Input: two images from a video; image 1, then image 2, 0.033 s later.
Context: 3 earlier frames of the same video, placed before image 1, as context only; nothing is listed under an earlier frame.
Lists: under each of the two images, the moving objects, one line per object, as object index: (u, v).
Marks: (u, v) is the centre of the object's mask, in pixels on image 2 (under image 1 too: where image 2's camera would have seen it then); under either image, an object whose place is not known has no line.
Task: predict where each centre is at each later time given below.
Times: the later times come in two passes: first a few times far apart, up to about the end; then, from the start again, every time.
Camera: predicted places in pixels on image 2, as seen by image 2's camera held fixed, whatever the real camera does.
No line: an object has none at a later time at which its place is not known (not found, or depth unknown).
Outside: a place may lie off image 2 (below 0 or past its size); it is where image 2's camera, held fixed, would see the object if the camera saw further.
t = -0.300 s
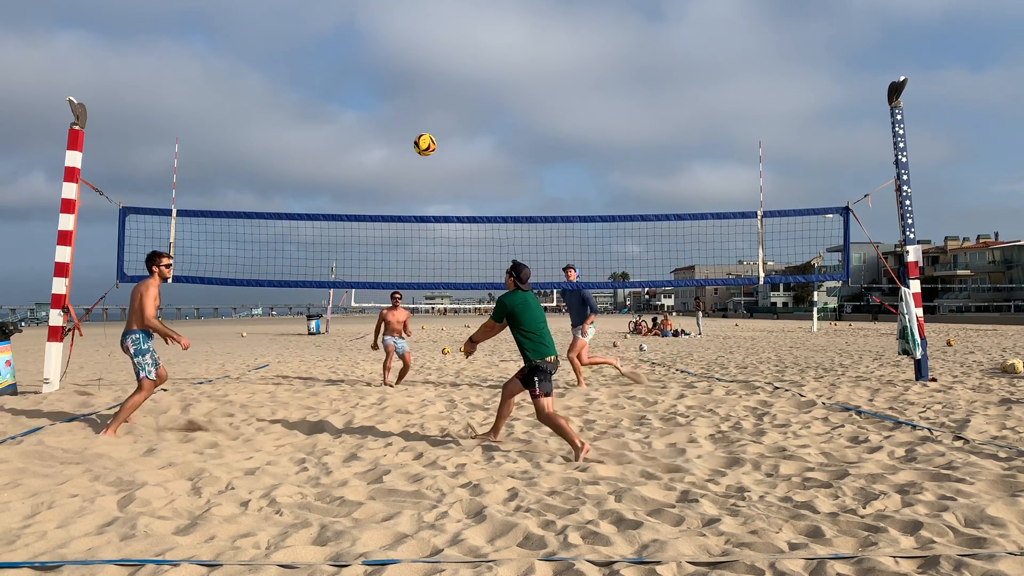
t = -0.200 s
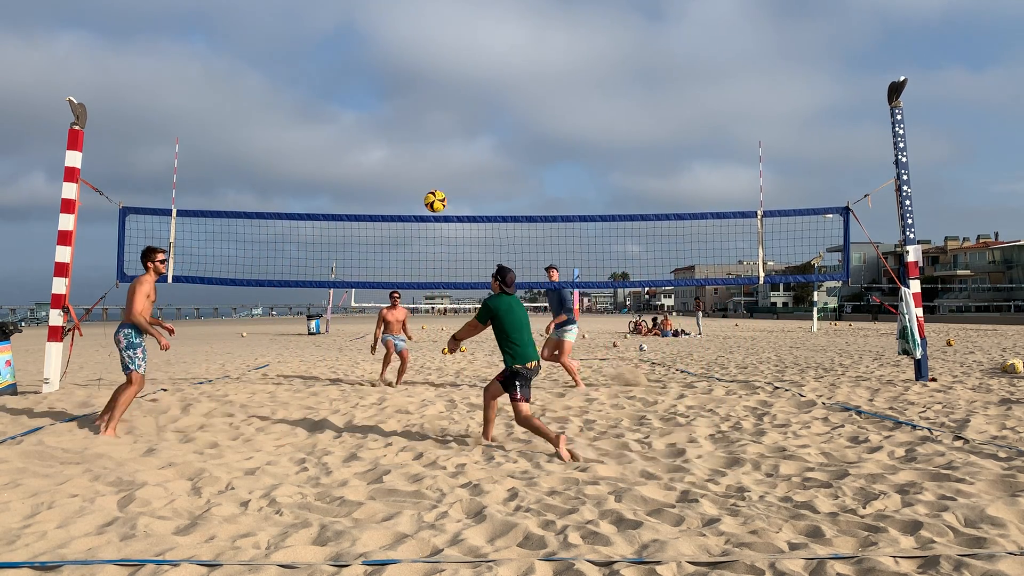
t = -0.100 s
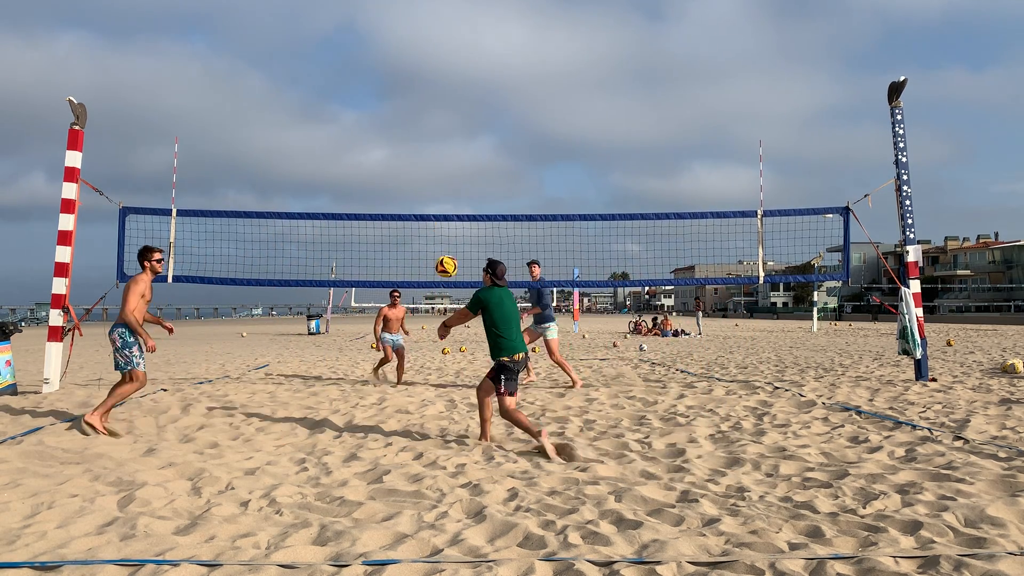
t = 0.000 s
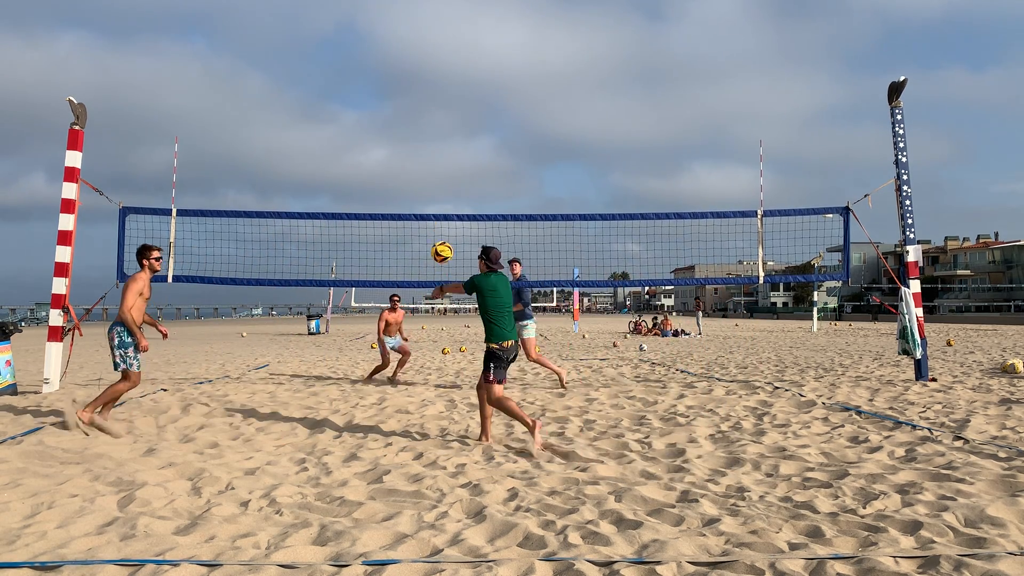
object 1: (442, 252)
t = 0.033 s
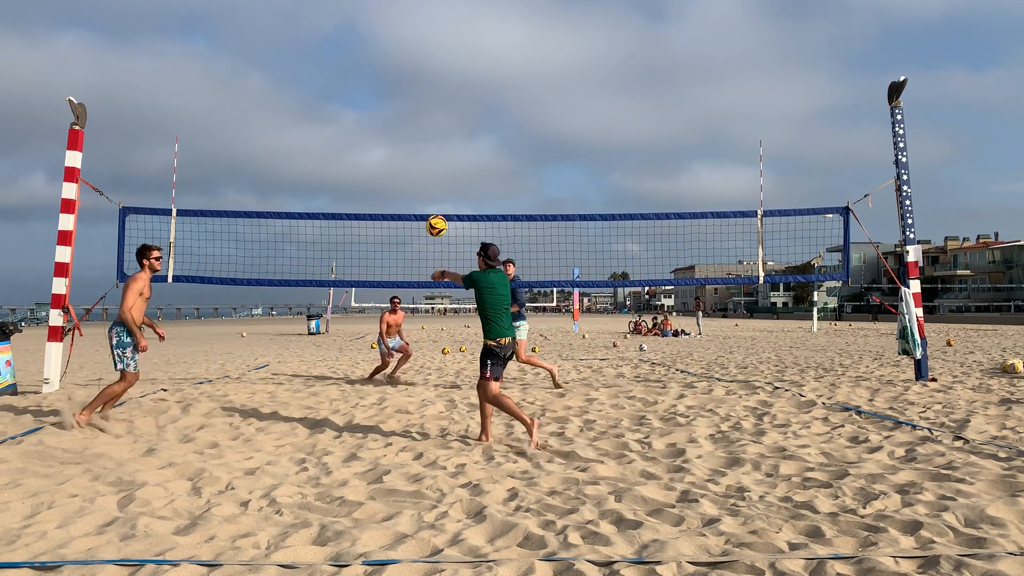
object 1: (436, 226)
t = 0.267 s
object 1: (404, 84)
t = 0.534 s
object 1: (374, 7)
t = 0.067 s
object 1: (431, 201)
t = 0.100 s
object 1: (426, 178)
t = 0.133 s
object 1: (421, 156)
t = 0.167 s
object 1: (417, 136)
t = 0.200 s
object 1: (413, 117)
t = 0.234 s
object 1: (408, 99)
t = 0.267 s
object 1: (404, 84)
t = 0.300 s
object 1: (400, 69)
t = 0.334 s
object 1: (396, 56)
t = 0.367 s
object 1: (392, 44)
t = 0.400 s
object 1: (388, 34)
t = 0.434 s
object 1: (384, 25)
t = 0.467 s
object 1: (381, 17)
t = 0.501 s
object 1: (377, 10)
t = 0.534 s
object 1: (374, 7)
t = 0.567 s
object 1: (370, 5)
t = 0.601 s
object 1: (368, 3)
